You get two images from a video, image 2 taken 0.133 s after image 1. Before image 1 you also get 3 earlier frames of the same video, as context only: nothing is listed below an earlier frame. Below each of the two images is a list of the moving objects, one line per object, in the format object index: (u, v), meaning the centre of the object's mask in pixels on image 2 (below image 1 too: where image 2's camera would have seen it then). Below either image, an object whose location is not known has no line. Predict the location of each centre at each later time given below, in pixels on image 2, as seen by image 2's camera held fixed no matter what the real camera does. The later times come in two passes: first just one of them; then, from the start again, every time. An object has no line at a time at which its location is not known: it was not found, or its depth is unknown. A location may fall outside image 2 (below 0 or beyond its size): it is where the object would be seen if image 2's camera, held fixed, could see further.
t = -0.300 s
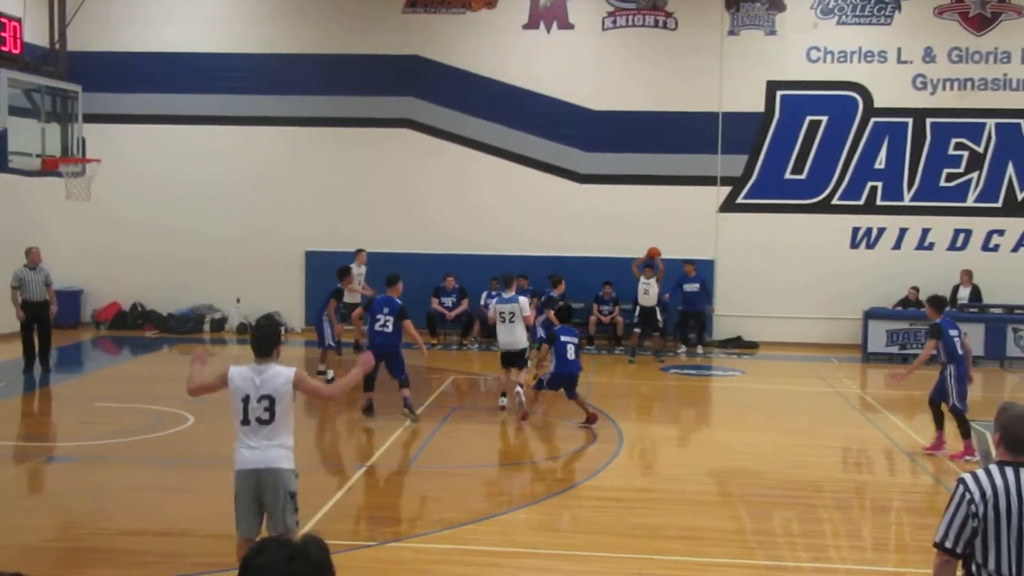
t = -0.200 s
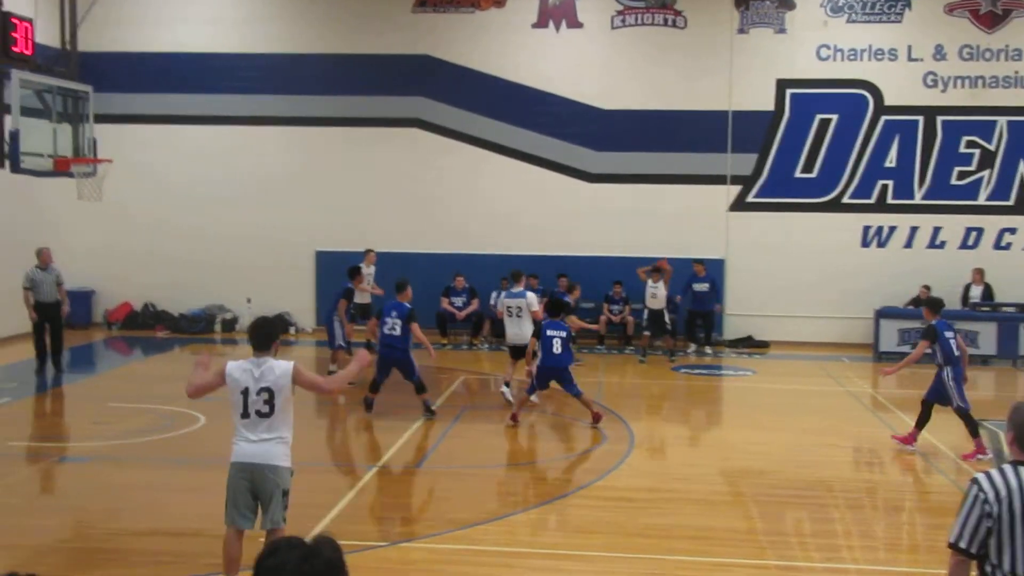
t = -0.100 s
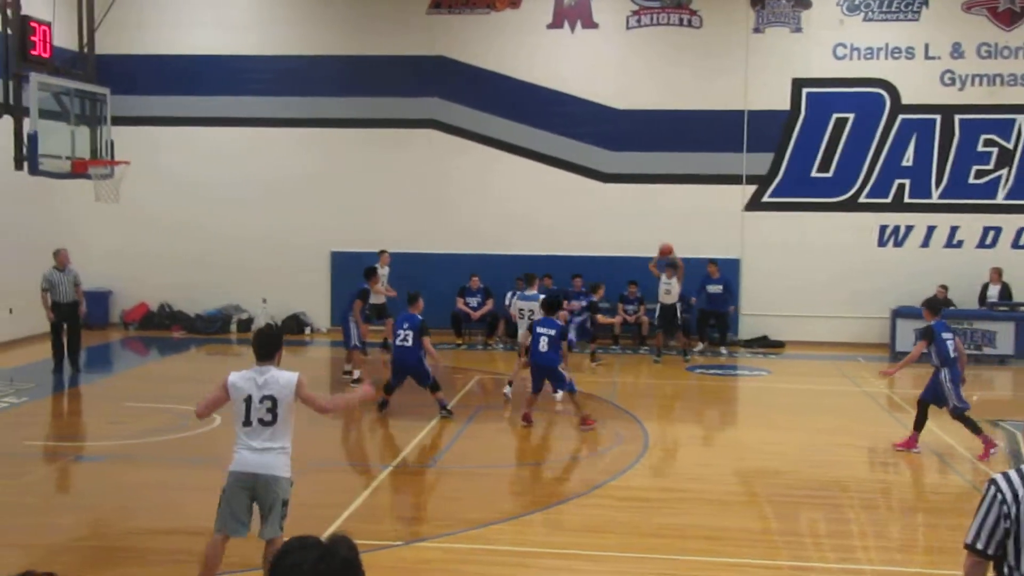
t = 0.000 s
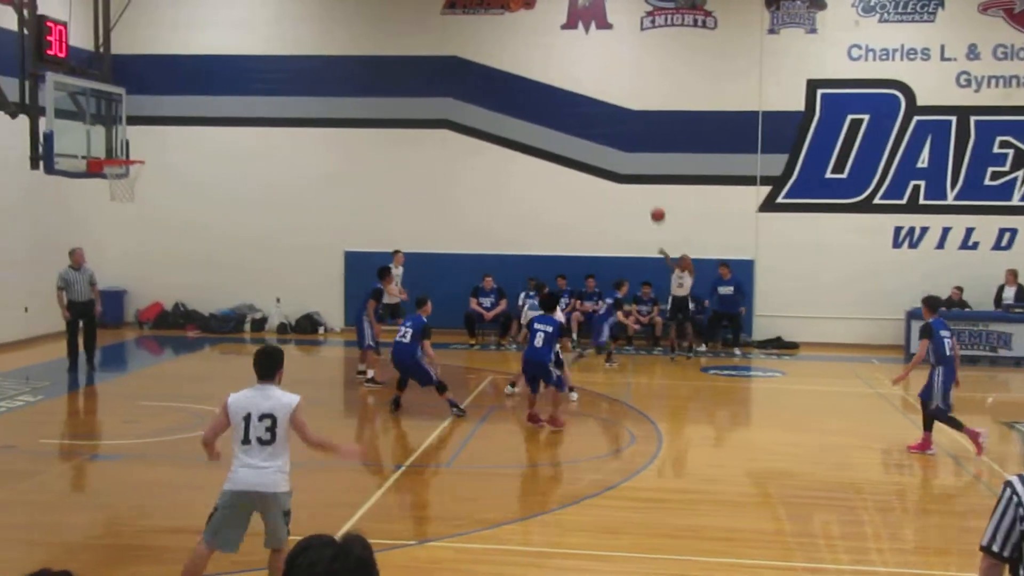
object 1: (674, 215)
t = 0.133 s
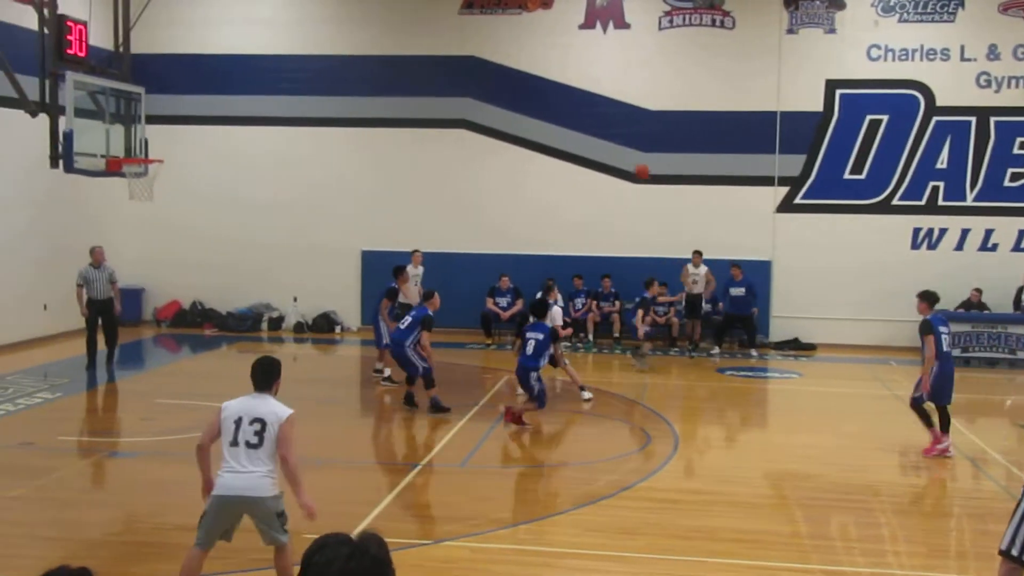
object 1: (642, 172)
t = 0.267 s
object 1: (605, 135)
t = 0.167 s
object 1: (633, 162)
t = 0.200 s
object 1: (624, 152)
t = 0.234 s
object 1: (614, 143)
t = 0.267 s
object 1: (605, 135)
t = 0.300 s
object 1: (594, 127)
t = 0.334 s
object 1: (583, 119)
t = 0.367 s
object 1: (572, 113)
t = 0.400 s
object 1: (561, 106)
